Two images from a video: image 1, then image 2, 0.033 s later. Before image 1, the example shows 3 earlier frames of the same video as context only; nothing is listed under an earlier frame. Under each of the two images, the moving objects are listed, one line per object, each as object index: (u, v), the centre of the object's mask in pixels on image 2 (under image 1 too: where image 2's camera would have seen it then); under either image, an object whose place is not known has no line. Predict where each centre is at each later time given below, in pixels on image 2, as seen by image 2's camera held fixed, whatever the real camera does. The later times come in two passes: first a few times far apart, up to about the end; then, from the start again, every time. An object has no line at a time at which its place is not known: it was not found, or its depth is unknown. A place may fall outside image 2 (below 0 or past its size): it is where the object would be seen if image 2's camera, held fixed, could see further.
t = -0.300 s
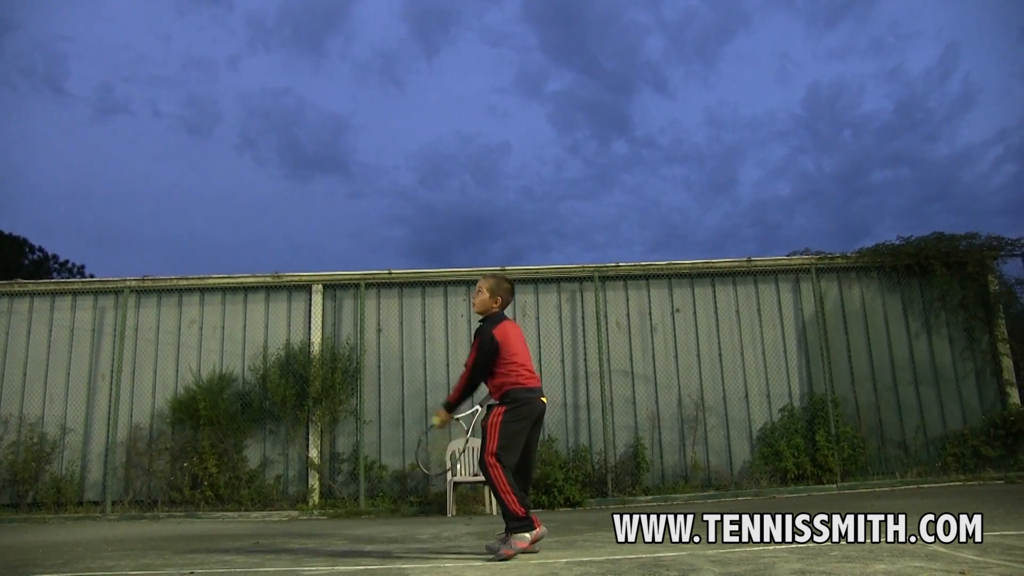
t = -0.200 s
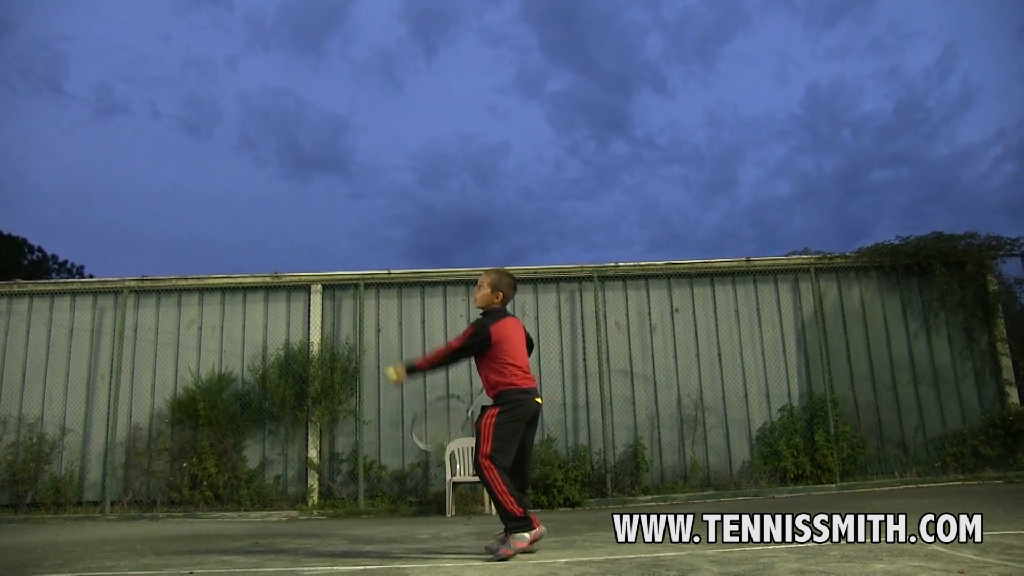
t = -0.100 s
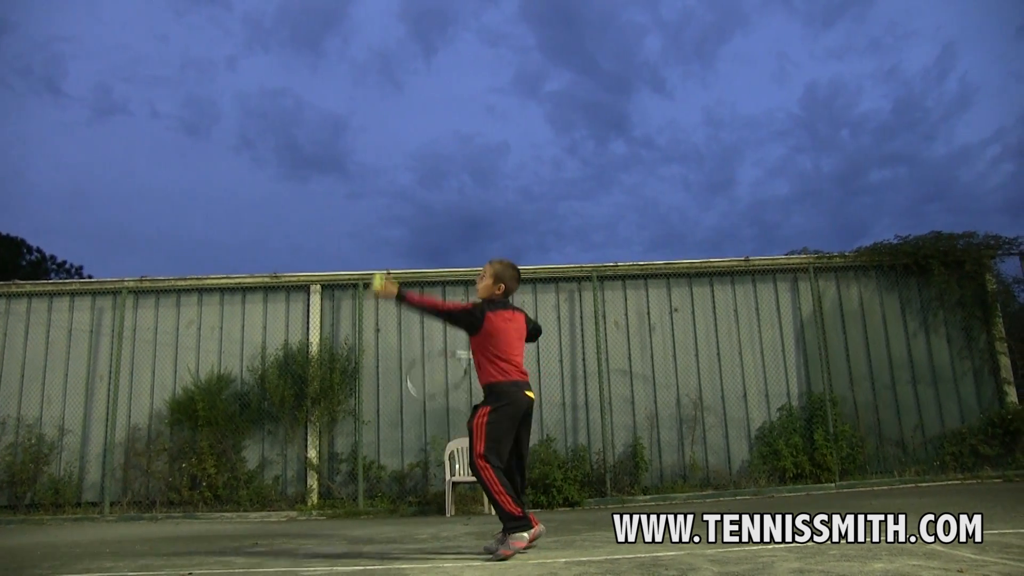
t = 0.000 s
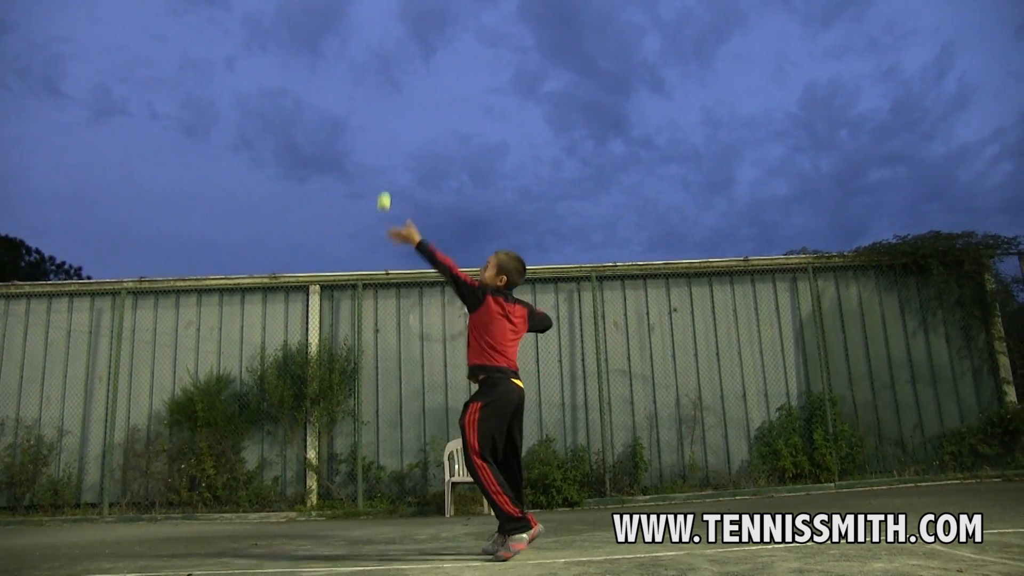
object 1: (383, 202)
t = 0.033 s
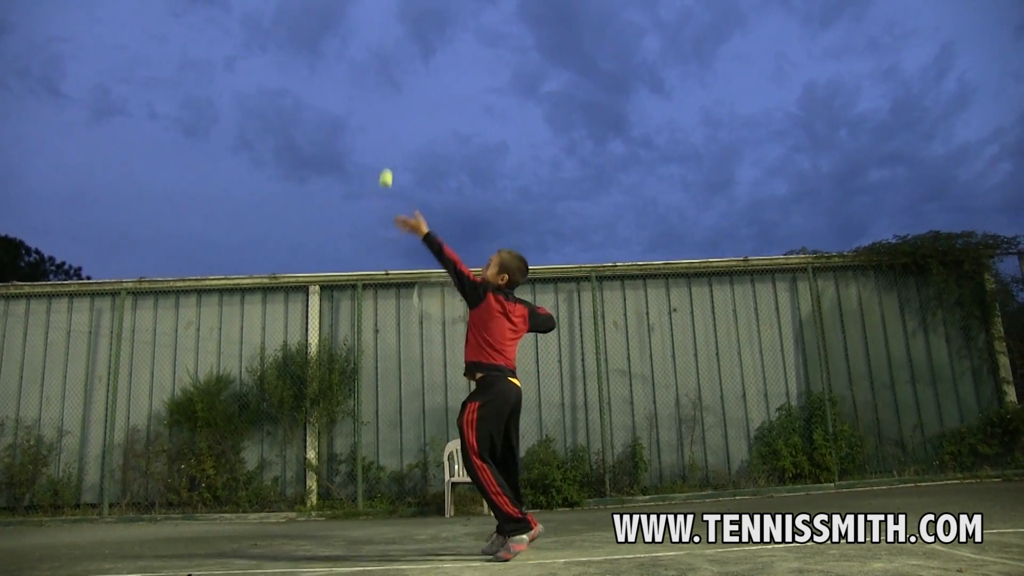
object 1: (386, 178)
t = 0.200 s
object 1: (398, 90)
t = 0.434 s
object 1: (416, 46)
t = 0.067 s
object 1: (388, 157)
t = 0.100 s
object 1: (391, 137)
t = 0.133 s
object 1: (393, 120)
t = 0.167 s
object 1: (395, 104)
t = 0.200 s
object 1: (398, 90)
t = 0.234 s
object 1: (400, 78)
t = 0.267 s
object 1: (403, 68)
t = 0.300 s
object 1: (406, 60)
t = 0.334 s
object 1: (408, 53)
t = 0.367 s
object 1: (411, 49)
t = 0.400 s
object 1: (414, 46)
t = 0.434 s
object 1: (416, 46)
